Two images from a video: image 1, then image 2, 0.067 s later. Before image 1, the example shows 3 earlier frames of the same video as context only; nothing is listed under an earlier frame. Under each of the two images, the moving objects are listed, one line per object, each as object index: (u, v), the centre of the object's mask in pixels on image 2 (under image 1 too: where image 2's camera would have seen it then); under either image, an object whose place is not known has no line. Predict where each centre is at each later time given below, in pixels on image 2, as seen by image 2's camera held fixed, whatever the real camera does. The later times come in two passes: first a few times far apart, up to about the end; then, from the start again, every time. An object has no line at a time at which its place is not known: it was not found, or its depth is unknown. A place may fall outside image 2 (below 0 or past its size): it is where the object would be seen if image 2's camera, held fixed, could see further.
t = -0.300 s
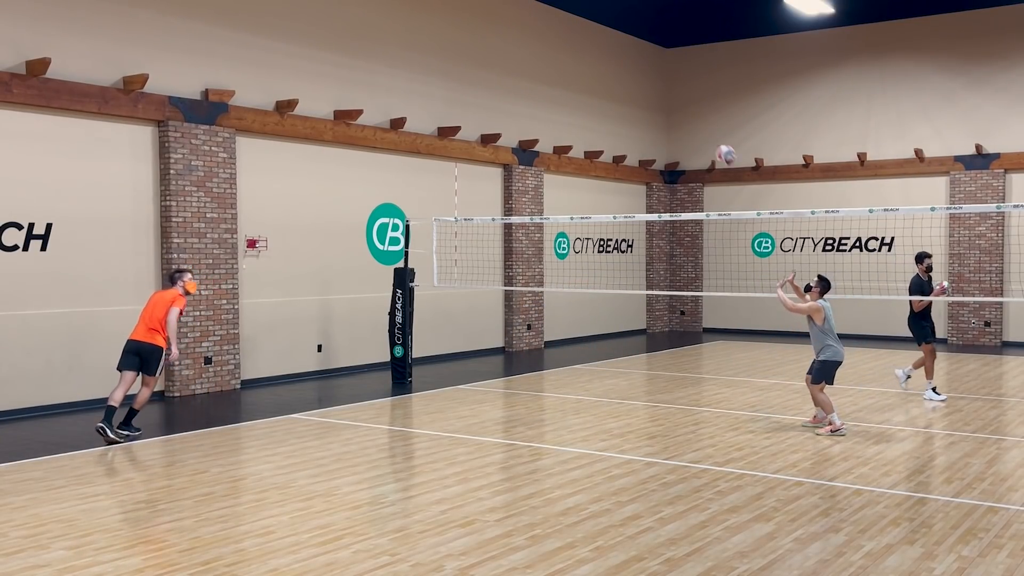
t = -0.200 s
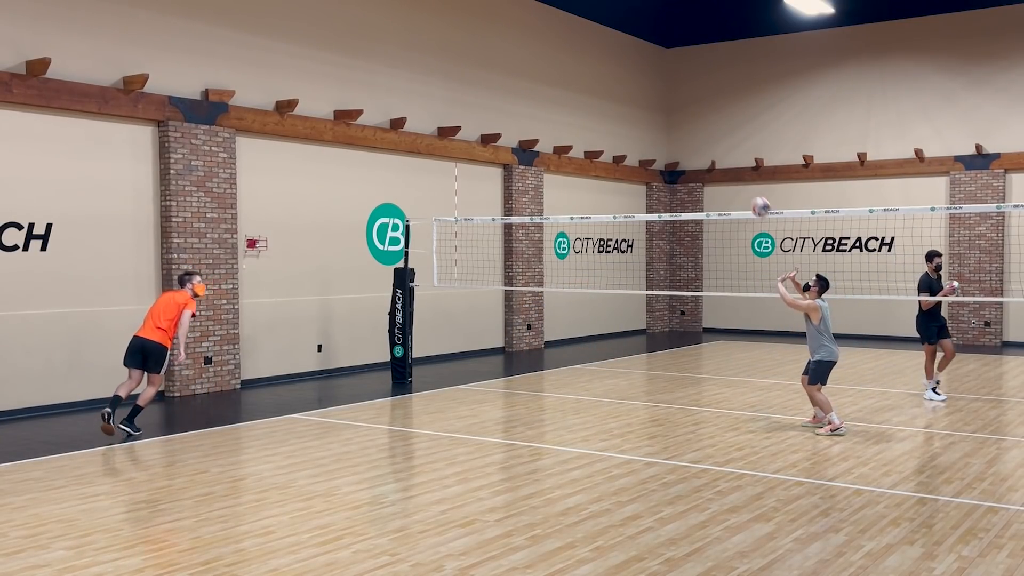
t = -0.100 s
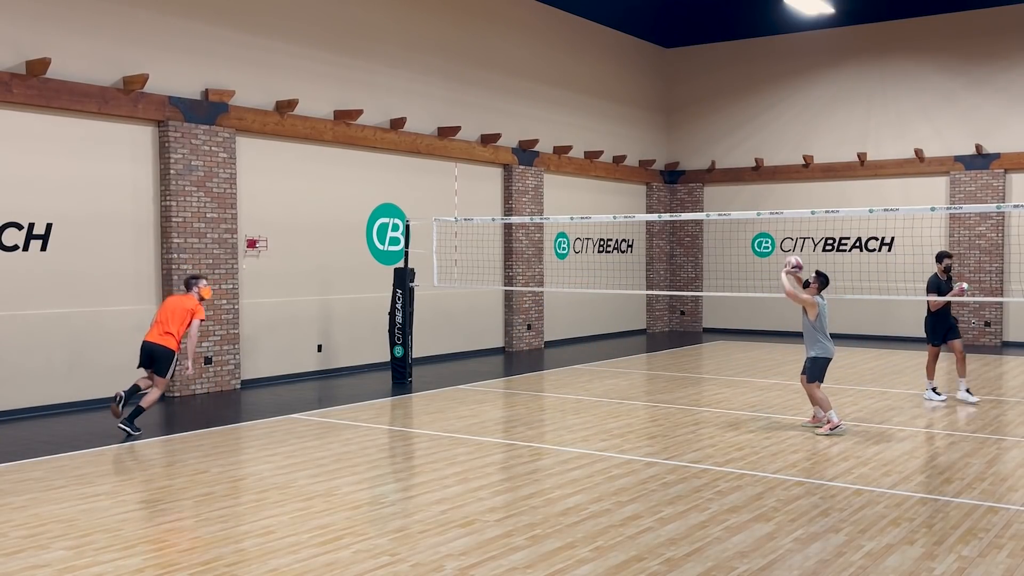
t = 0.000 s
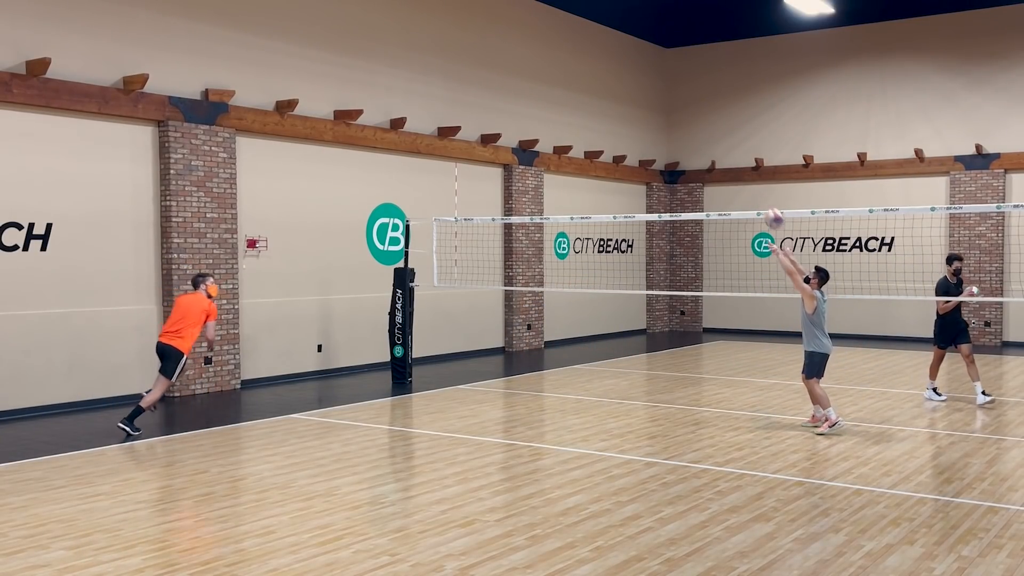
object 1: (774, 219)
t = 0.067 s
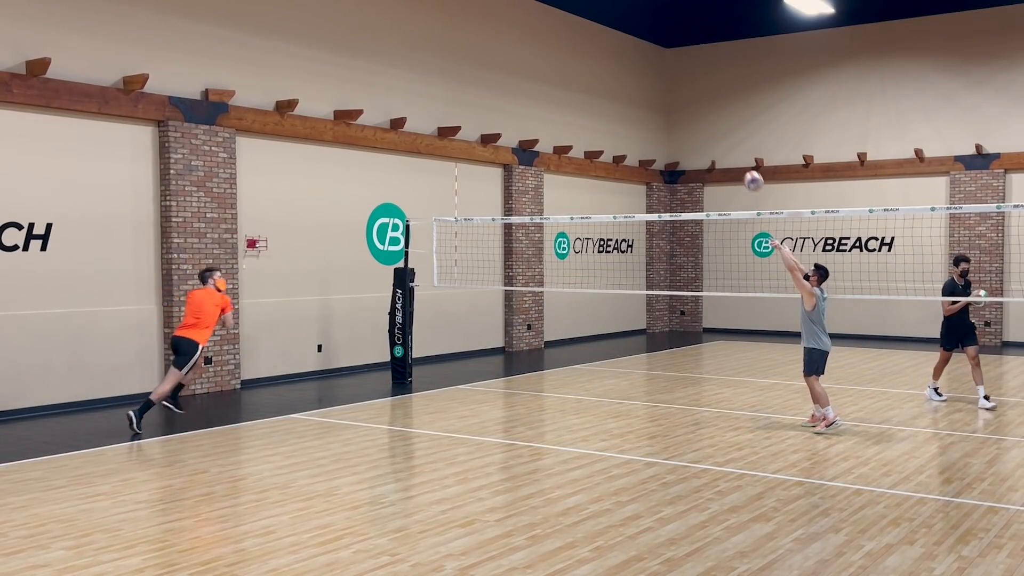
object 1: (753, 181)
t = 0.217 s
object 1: (708, 114)
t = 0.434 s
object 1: (648, 56)
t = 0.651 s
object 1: (591, 41)
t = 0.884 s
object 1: (537, 67)
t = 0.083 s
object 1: (748, 173)
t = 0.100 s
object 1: (744, 164)
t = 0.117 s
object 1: (738, 156)
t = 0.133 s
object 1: (733, 148)
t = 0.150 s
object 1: (728, 141)
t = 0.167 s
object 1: (723, 134)
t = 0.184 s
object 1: (718, 127)
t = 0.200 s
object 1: (713, 120)
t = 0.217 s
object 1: (708, 114)
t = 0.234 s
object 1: (703, 108)
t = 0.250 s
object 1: (698, 102)
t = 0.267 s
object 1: (694, 97)
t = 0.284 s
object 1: (689, 92)
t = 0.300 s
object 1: (684, 87)
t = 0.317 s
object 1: (679, 82)
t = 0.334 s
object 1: (675, 78)
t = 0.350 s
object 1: (670, 74)
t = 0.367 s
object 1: (666, 70)
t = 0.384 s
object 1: (661, 66)
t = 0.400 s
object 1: (657, 62)
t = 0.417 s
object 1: (652, 59)
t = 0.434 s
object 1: (648, 56)
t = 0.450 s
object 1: (643, 54)
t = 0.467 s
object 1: (639, 51)
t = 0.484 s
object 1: (634, 49)
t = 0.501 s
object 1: (630, 47)
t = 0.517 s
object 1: (626, 45)
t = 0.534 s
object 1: (621, 44)
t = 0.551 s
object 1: (617, 43)
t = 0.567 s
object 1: (612, 42)
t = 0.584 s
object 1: (608, 41)
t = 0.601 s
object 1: (604, 41)
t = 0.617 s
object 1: (600, 40)
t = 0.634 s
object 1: (596, 40)
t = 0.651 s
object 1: (591, 41)
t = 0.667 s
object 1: (587, 41)
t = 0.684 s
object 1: (583, 42)
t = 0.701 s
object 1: (579, 43)
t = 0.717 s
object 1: (575, 44)
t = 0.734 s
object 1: (571, 45)
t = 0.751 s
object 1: (567, 47)
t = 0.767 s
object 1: (563, 48)
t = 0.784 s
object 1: (560, 50)
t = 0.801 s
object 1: (556, 53)
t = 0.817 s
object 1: (552, 55)
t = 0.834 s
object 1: (548, 57)
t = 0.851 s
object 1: (544, 60)
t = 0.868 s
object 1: (540, 64)
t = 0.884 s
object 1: (537, 67)
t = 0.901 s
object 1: (533, 70)
